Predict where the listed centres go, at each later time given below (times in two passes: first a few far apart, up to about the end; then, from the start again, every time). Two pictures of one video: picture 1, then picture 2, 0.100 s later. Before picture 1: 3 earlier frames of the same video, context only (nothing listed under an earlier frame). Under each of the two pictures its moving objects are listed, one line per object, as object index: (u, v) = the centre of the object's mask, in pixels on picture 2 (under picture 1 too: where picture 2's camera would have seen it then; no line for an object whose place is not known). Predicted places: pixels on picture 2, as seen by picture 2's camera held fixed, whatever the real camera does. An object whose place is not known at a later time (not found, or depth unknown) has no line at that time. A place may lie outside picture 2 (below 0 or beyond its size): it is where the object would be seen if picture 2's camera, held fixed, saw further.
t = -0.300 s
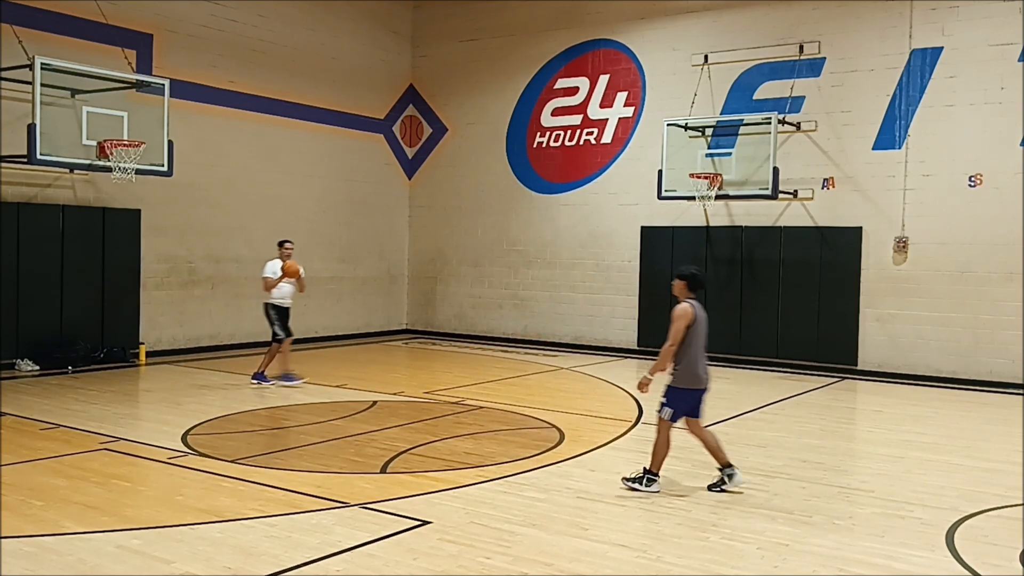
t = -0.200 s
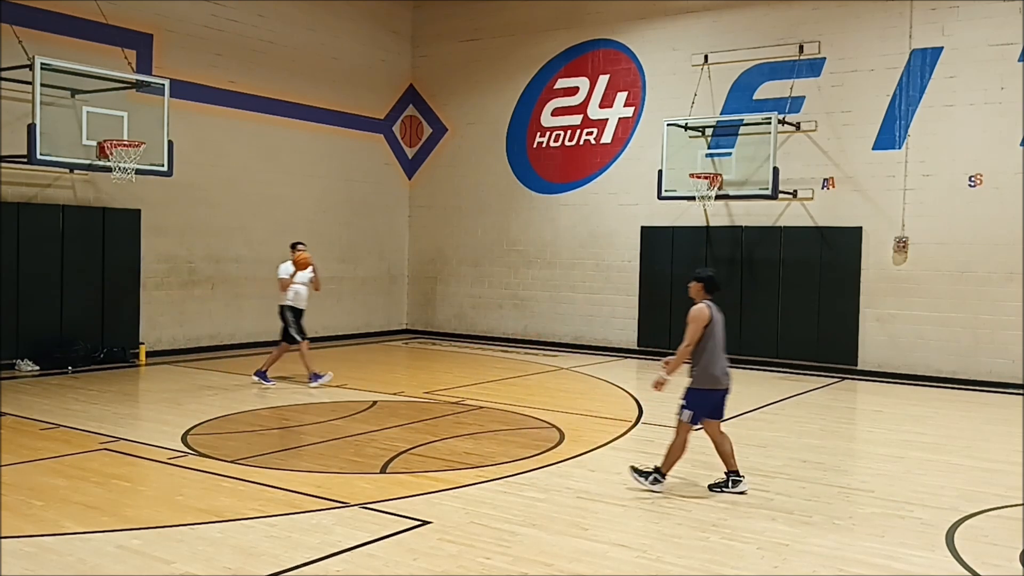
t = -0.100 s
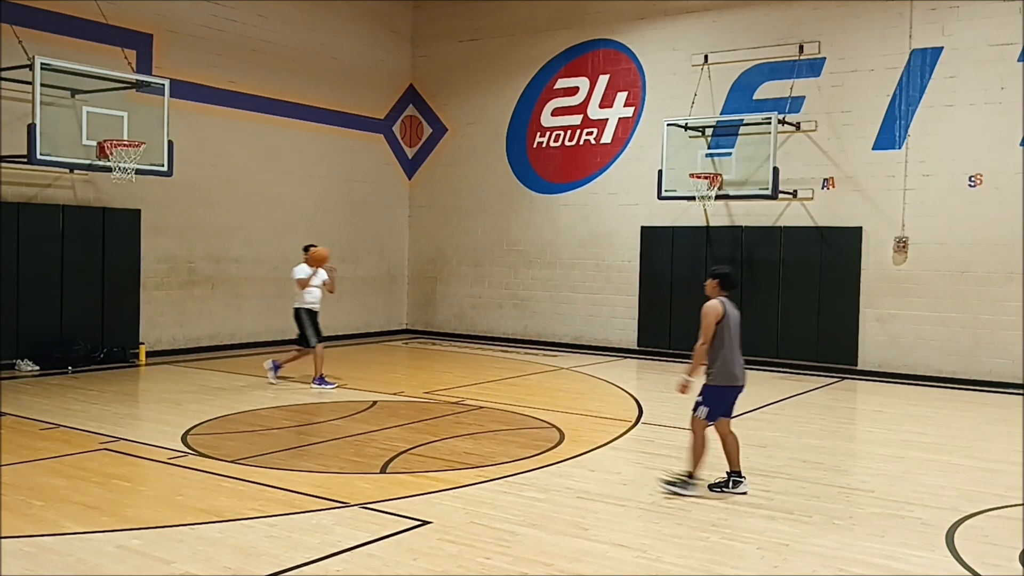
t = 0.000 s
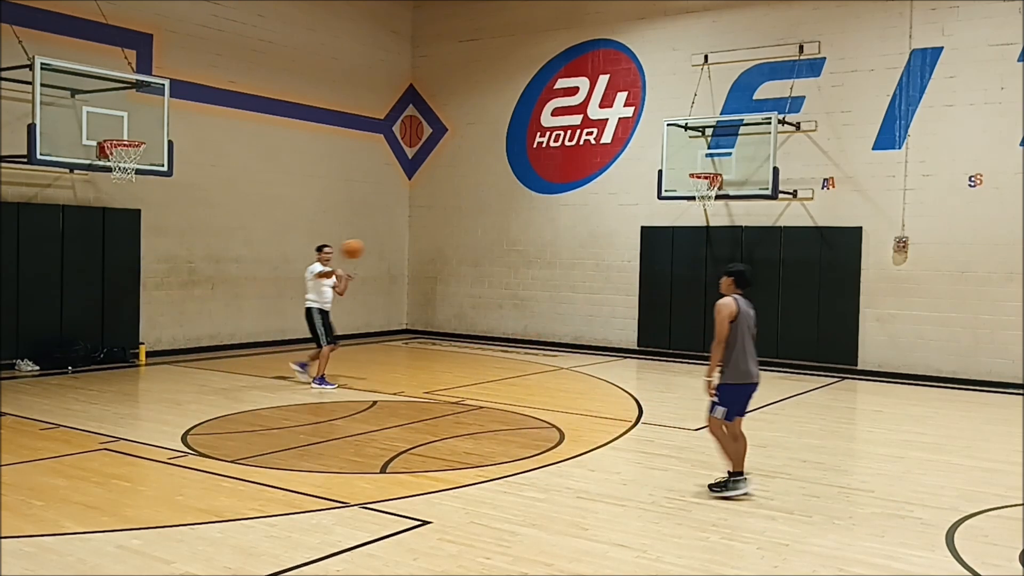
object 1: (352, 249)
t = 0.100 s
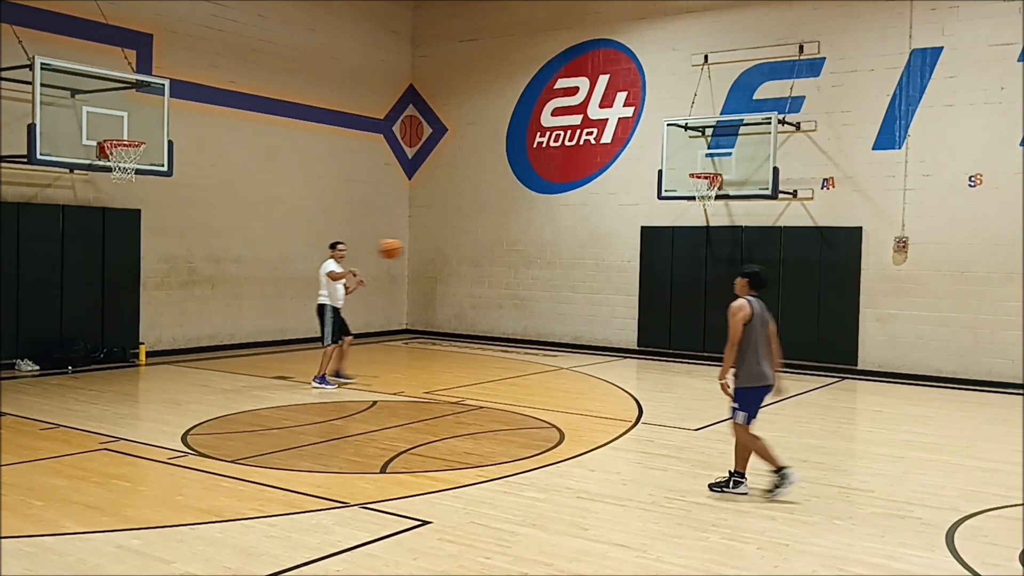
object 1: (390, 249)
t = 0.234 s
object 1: (448, 263)
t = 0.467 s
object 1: (569, 336)
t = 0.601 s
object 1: (657, 417)
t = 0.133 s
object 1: (404, 251)
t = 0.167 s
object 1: (419, 254)
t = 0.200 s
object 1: (433, 258)
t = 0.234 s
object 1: (448, 263)
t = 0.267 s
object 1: (463, 269)
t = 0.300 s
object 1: (480, 276)
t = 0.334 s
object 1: (496, 285)
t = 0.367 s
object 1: (513, 296)
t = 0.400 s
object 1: (531, 308)
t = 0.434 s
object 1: (549, 321)
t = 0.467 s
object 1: (569, 336)
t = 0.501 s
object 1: (589, 352)
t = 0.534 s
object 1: (611, 372)
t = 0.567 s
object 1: (632, 392)
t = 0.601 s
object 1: (657, 417)
